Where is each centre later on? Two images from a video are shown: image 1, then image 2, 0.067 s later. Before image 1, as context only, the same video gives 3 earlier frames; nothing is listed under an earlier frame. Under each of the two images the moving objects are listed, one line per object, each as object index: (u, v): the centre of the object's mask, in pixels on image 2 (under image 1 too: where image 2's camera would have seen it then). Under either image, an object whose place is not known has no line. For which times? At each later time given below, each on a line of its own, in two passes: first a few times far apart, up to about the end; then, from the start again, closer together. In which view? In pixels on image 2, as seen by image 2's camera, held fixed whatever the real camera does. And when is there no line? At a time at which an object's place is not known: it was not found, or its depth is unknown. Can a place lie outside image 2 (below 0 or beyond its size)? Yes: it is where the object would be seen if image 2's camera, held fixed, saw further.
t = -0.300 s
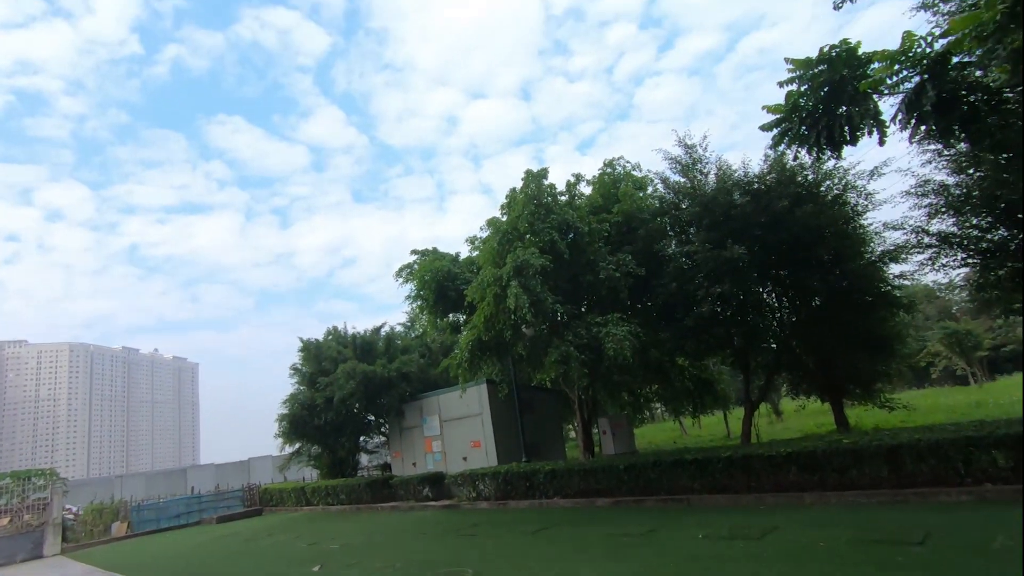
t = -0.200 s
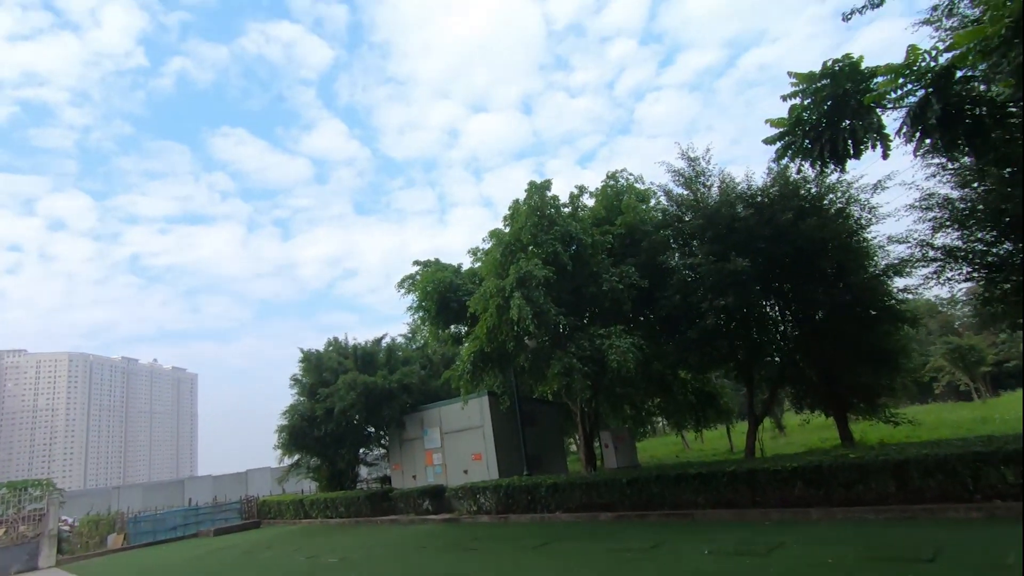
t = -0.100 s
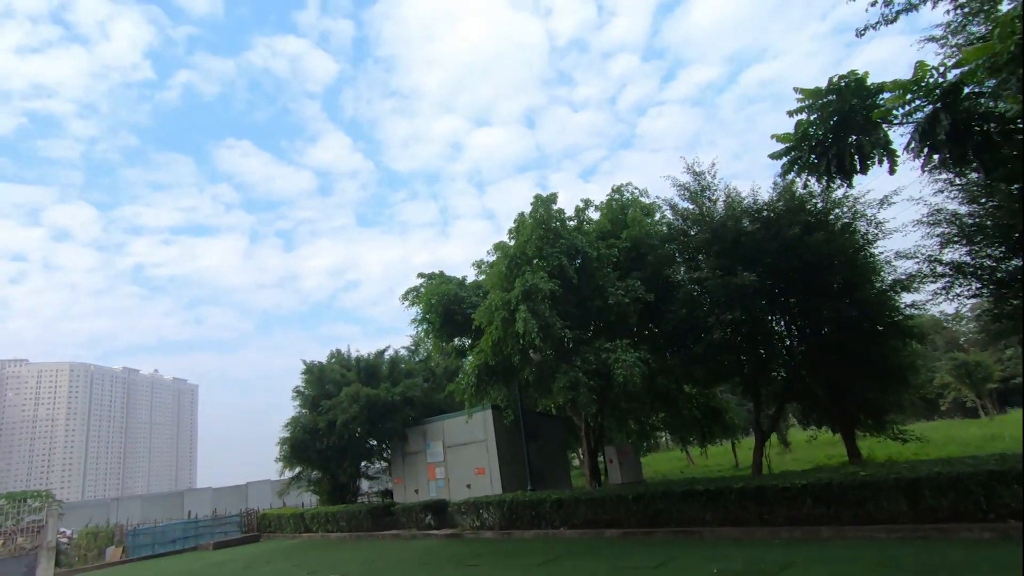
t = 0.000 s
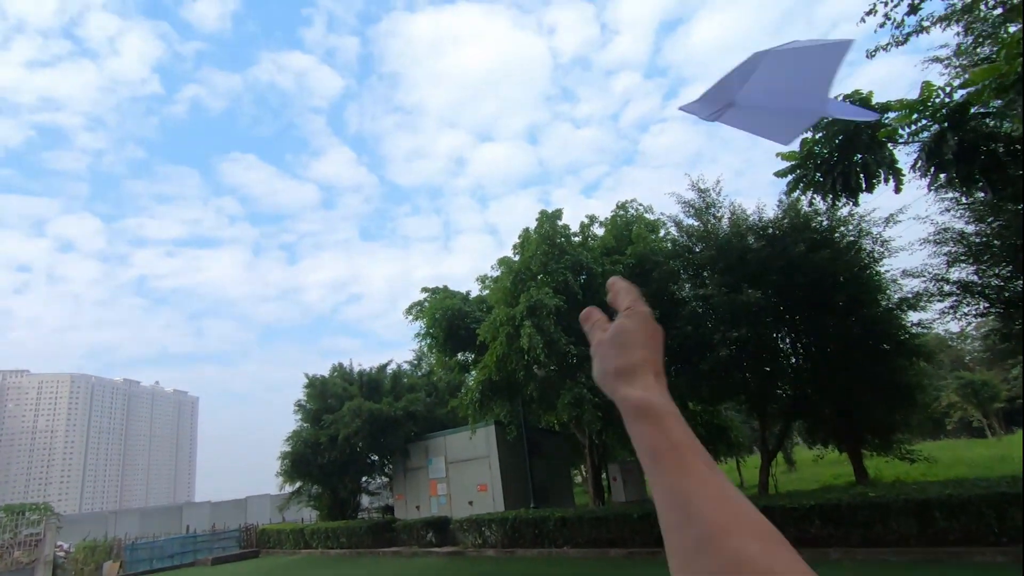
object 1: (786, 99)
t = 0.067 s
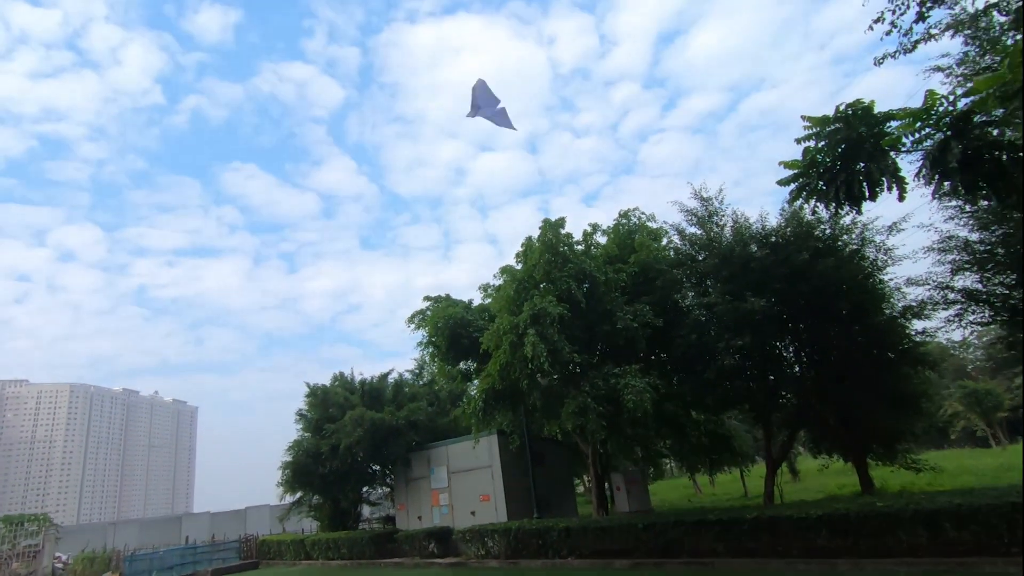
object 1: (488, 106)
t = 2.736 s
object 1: (335, 424)
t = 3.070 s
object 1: (343, 607)
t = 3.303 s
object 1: (340, 611)
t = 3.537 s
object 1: (339, 618)
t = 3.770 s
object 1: (340, 619)
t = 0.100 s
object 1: (444, 107)
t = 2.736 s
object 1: (335, 424)
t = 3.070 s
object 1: (343, 607)
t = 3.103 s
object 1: (343, 607)
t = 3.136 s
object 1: (342, 607)
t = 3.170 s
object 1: (342, 608)
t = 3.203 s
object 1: (341, 608)
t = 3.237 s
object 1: (341, 610)
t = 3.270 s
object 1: (341, 611)
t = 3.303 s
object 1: (340, 611)
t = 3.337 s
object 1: (338, 612)
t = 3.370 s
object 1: (338, 614)
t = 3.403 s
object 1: (337, 616)
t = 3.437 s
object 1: (337, 617)
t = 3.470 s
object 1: (338, 617)
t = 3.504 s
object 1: (338, 618)
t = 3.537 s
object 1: (339, 618)
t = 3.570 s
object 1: (339, 619)
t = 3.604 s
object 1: (339, 619)
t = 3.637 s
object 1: (340, 619)
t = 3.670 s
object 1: (339, 619)
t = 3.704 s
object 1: (340, 619)
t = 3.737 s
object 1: (340, 619)
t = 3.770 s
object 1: (340, 619)
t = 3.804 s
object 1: (340, 619)
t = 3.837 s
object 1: (340, 619)
